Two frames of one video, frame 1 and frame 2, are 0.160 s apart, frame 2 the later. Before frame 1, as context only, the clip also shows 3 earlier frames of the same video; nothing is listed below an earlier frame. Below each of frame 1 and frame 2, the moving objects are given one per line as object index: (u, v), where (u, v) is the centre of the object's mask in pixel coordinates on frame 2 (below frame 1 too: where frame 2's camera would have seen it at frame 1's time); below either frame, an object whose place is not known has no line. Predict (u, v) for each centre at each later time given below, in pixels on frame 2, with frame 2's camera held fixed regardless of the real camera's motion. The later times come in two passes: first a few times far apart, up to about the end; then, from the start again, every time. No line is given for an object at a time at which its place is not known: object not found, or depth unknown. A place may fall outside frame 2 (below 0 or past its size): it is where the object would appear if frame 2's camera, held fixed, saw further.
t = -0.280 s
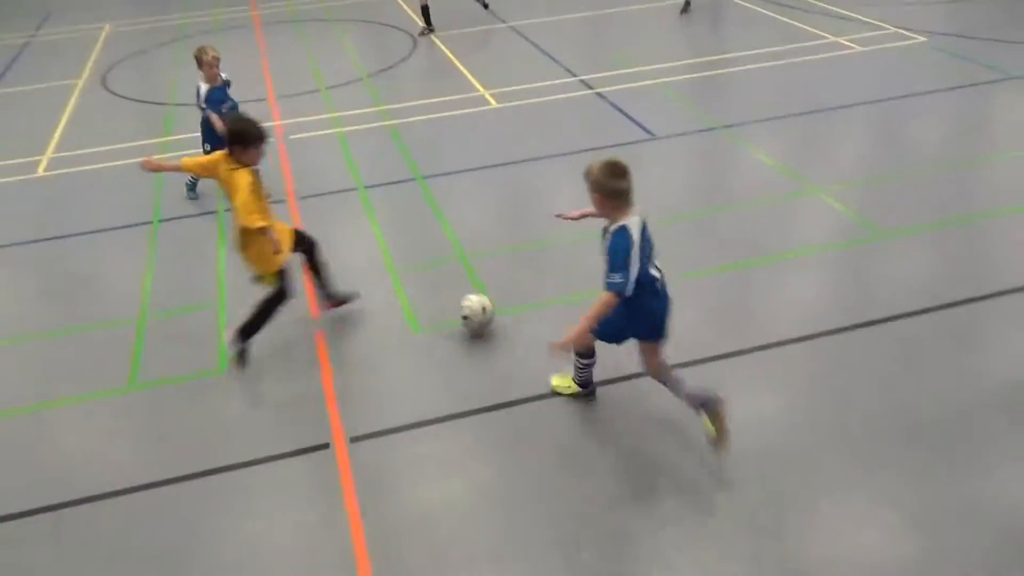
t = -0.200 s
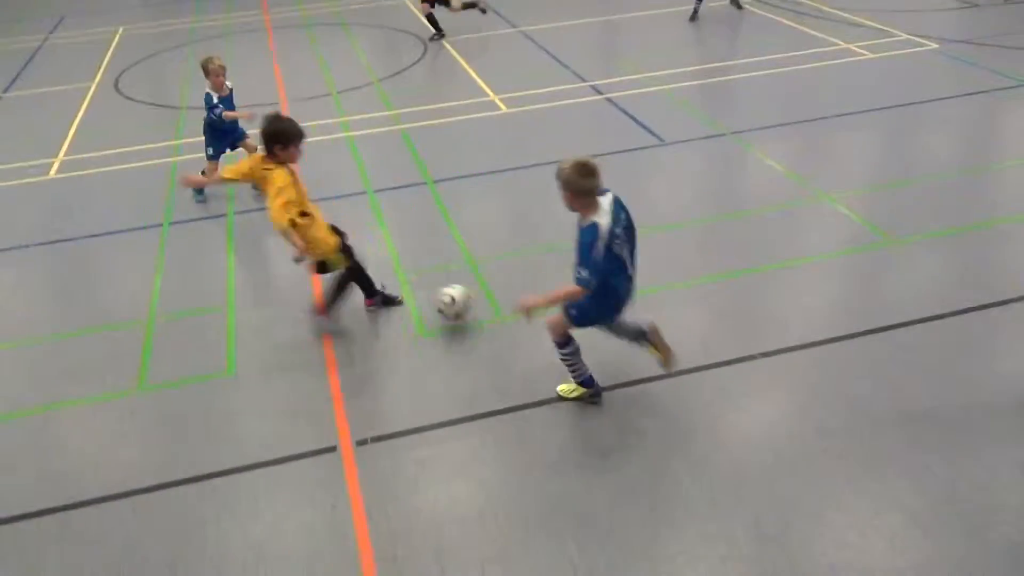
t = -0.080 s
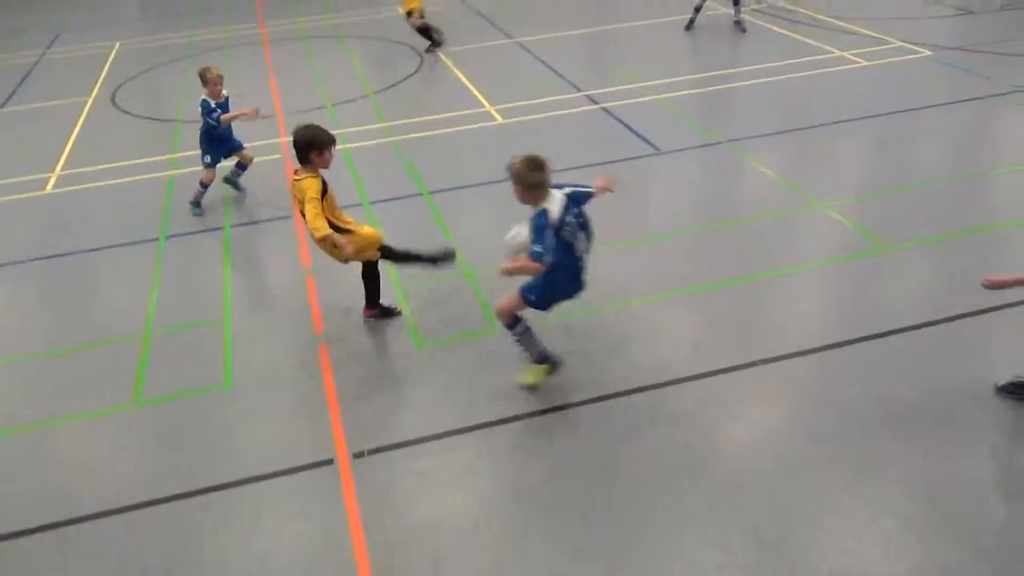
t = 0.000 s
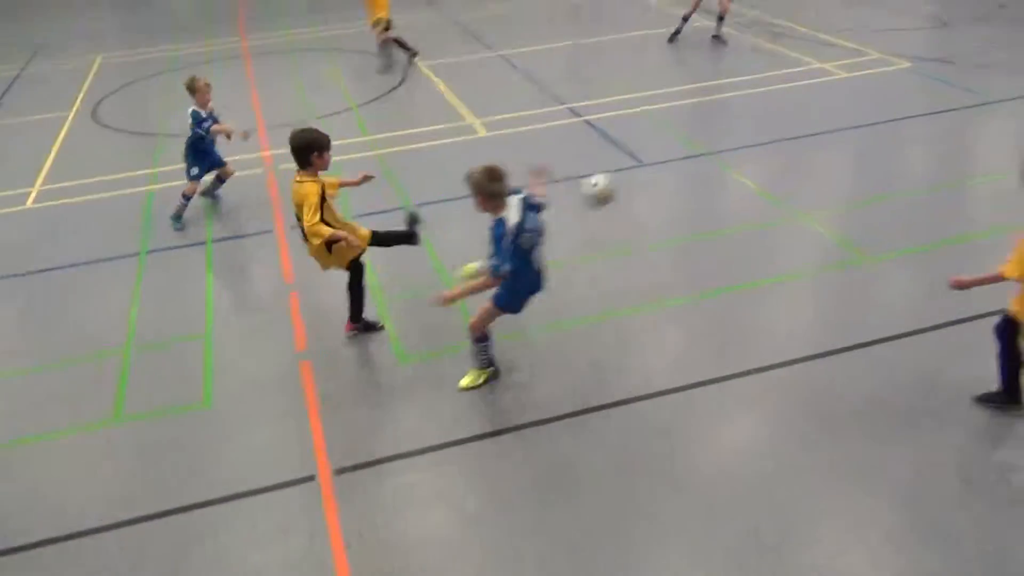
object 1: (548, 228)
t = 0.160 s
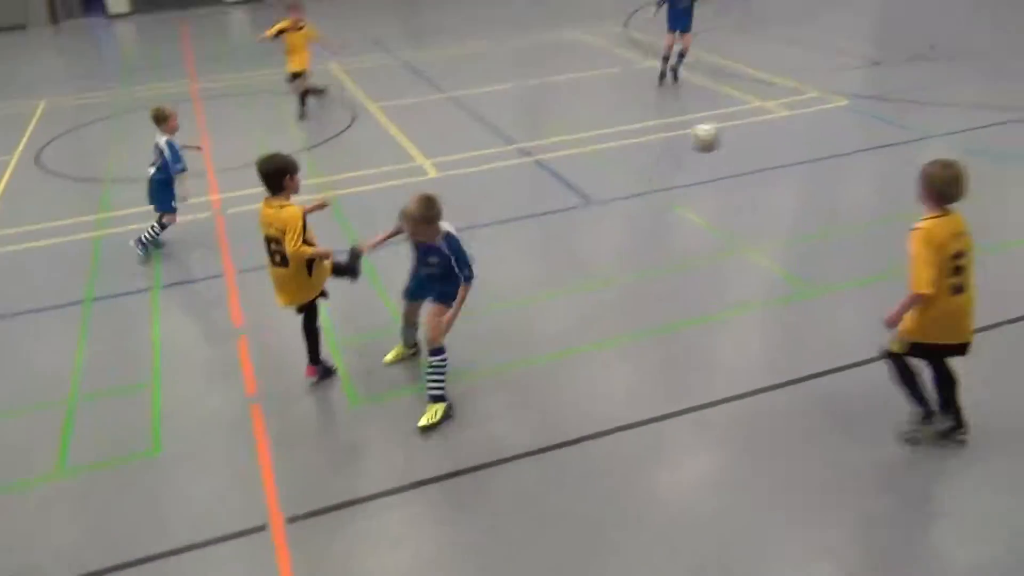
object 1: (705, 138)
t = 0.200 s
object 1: (738, 123)
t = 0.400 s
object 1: (878, 83)
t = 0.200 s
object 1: (738, 123)
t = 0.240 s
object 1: (770, 111)
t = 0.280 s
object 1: (800, 100)
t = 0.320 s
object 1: (828, 92)
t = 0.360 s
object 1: (853, 86)
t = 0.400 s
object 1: (878, 83)
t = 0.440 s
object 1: (900, 81)
